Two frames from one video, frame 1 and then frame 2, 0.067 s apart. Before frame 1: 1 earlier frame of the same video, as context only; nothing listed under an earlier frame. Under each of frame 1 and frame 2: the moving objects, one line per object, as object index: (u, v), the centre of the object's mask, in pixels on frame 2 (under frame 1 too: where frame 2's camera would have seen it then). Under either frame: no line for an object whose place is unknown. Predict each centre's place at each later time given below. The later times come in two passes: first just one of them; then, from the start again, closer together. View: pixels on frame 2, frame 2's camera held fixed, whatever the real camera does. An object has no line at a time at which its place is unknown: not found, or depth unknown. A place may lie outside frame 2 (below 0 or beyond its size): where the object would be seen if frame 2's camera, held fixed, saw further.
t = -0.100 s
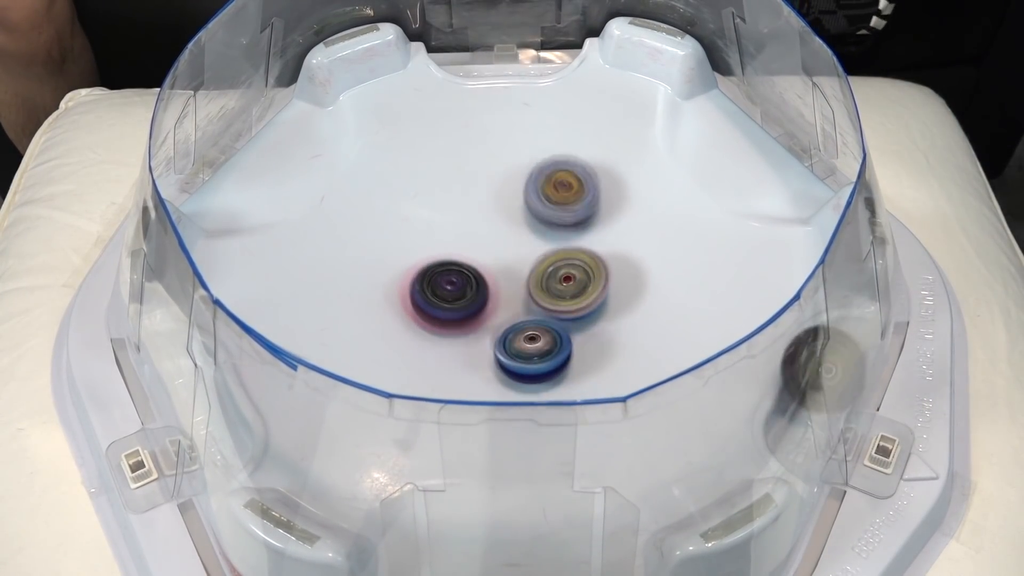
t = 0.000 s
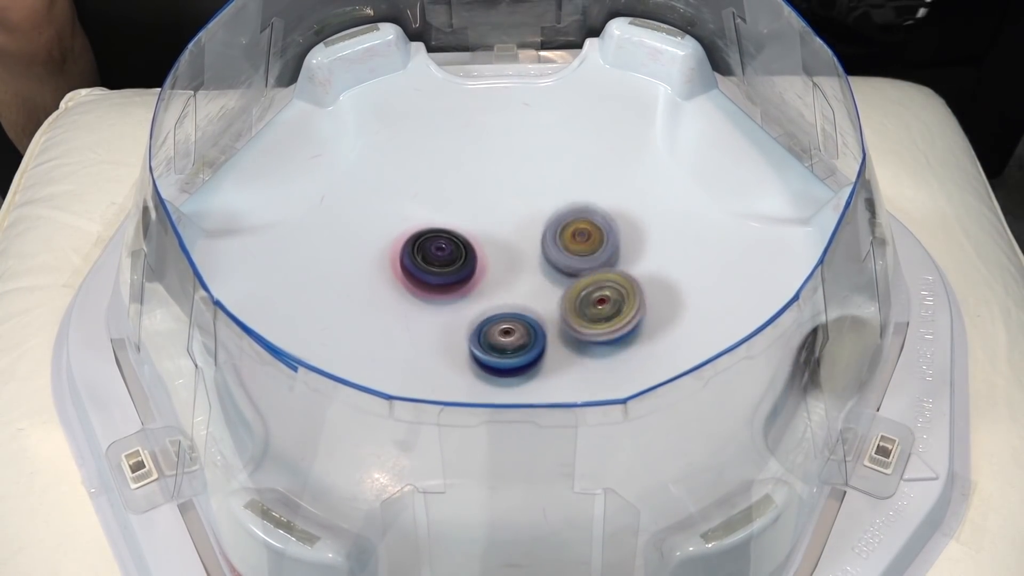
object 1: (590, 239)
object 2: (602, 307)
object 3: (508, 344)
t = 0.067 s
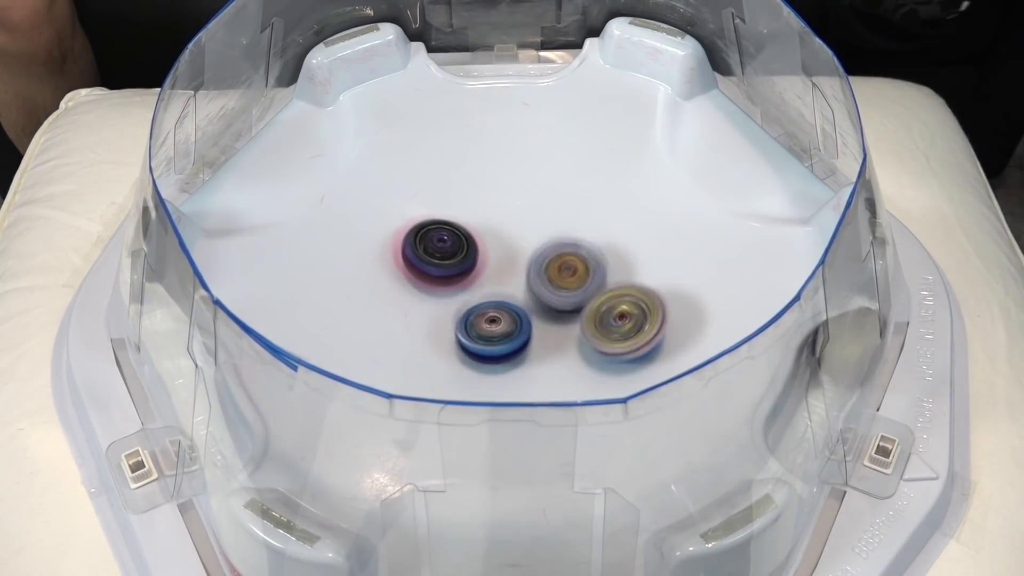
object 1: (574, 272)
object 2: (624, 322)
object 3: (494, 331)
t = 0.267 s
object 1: (536, 290)
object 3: (392, 332)
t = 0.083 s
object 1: (567, 282)
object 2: (629, 325)
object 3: (491, 328)
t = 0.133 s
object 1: (571, 281)
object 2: (643, 333)
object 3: (450, 338)
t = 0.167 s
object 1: (569, 280)
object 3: (426, 342)
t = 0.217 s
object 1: (557, 286)
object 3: (402, 340)
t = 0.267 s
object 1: (536, 290)
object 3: (392, 332)
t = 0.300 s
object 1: (532, 294)
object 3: (389, 324)
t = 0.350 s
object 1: (531, 303)
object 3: (390, 311)
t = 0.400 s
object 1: (502, 306)
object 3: (395, 296)
